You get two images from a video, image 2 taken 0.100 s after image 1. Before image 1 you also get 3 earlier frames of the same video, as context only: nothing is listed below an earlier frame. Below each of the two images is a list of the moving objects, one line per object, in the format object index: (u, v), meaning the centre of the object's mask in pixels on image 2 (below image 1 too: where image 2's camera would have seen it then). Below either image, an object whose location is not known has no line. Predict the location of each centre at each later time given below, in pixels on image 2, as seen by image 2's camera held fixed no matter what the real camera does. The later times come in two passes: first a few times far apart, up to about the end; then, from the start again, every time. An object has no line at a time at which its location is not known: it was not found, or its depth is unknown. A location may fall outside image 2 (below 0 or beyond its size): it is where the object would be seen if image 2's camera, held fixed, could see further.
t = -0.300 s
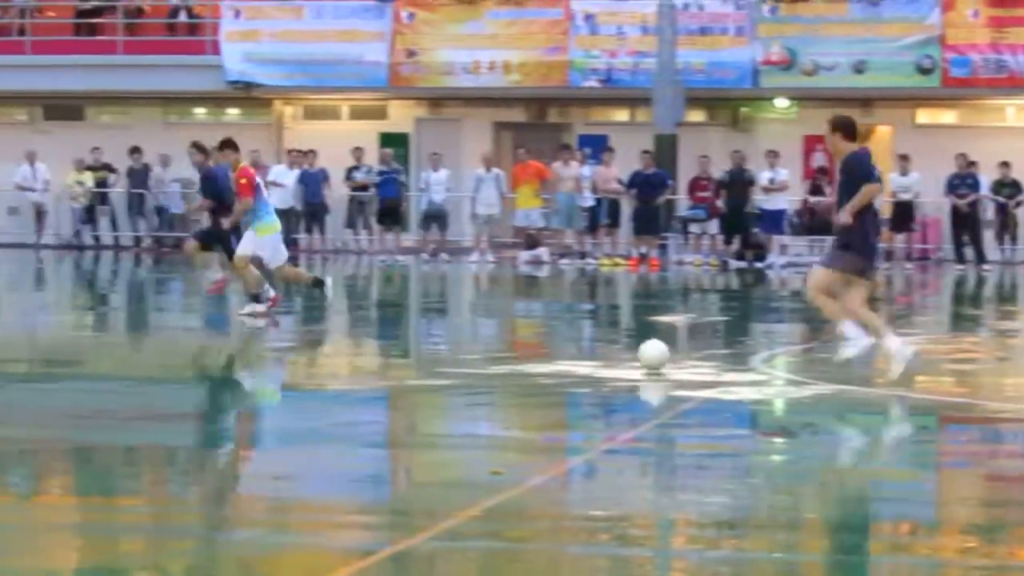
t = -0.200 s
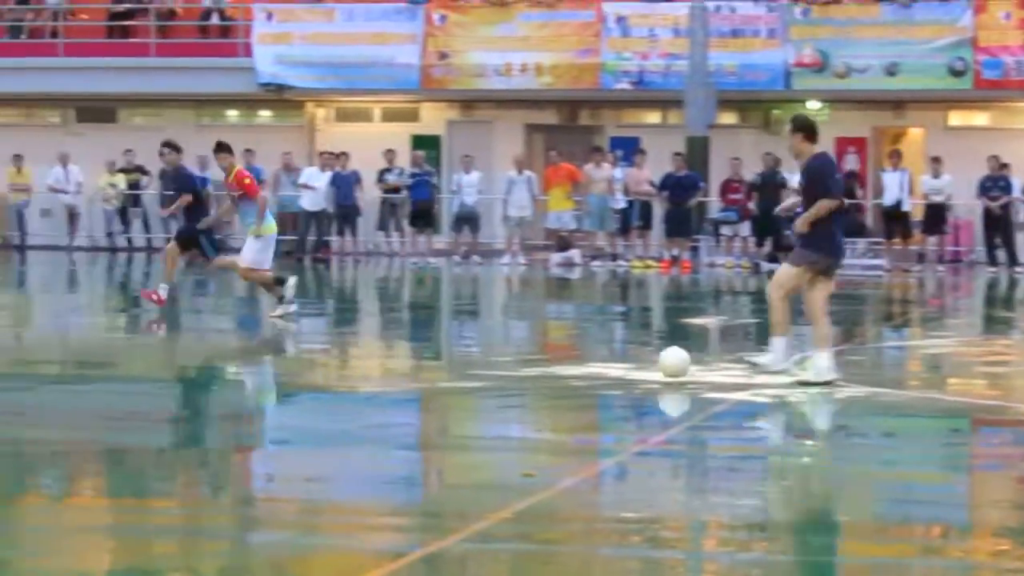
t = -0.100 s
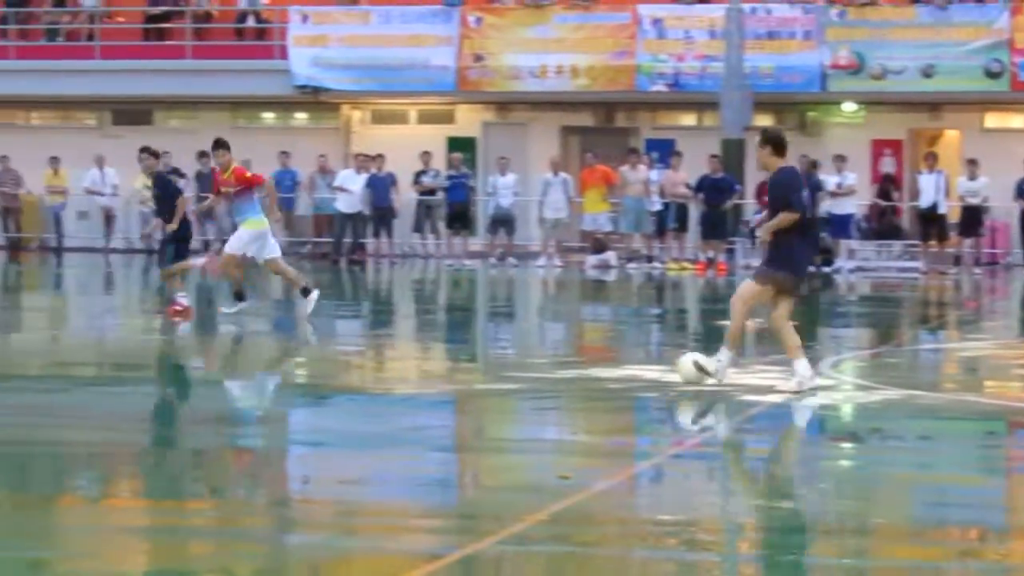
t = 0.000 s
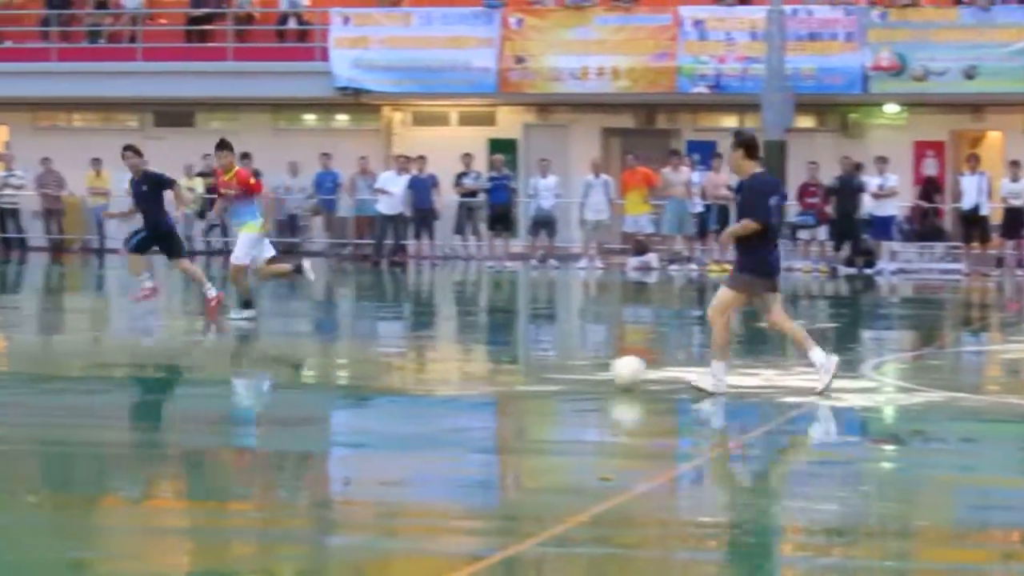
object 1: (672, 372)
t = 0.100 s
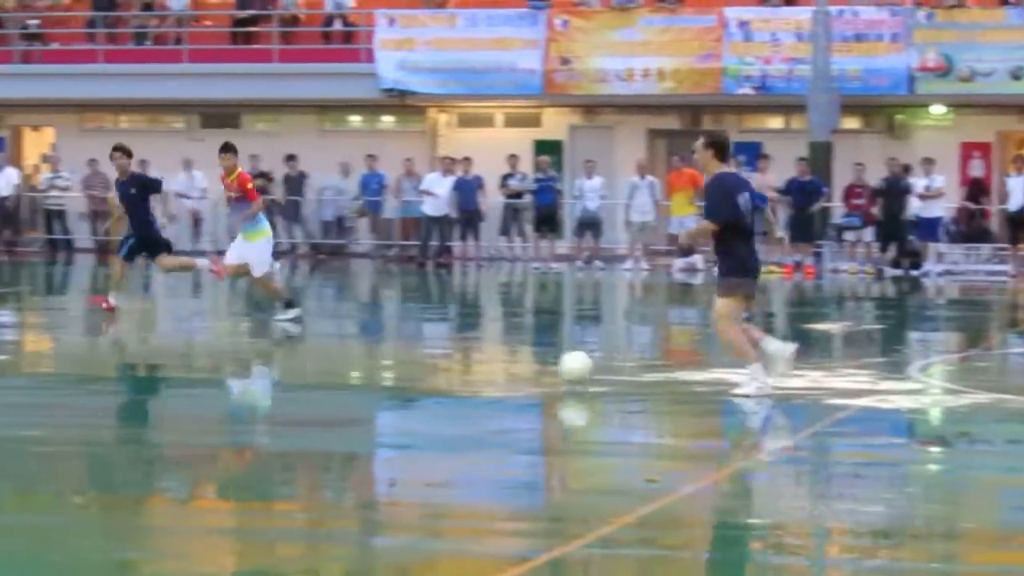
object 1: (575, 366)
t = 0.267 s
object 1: (422, 364)
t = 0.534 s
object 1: (211, 365)
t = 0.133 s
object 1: (544, 366)
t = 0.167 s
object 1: (513, 368)
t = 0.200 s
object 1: (481, 366)
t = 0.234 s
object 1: (452, 364)
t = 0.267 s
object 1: (422, 364)
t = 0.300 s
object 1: (393, 367)
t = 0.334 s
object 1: (365, 366)
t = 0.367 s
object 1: (338, 364)
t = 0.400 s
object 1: (310, 364)
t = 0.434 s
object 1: (284, 366)
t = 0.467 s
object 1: (259, 365)
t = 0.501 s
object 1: (235, 365)
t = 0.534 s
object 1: (211, 365)
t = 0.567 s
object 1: (187, 364)
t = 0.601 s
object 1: (162, 364)
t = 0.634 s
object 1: (138, 364)
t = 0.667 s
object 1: (114, 363)
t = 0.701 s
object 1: (90, 363)
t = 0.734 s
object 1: (66, 363)
